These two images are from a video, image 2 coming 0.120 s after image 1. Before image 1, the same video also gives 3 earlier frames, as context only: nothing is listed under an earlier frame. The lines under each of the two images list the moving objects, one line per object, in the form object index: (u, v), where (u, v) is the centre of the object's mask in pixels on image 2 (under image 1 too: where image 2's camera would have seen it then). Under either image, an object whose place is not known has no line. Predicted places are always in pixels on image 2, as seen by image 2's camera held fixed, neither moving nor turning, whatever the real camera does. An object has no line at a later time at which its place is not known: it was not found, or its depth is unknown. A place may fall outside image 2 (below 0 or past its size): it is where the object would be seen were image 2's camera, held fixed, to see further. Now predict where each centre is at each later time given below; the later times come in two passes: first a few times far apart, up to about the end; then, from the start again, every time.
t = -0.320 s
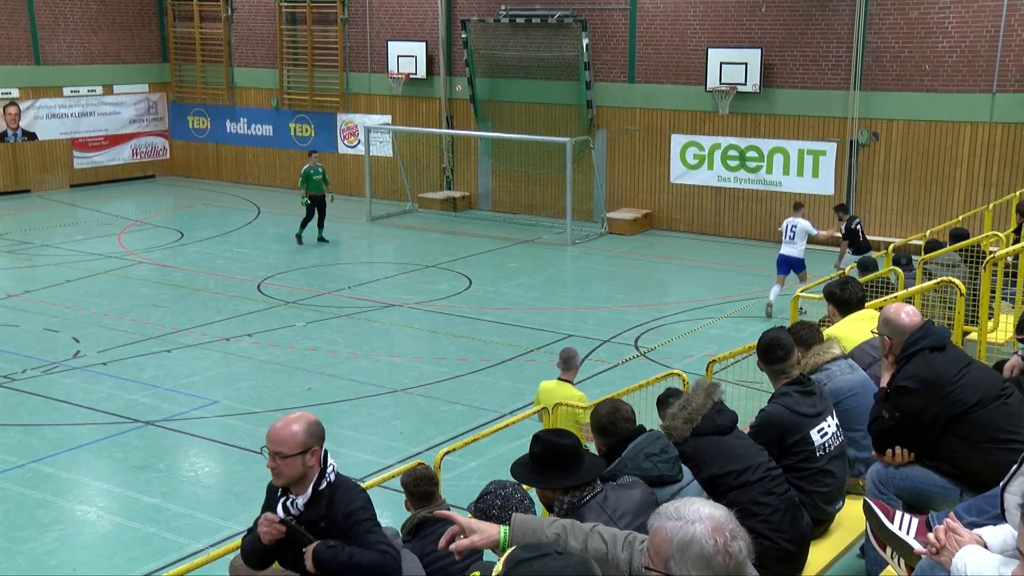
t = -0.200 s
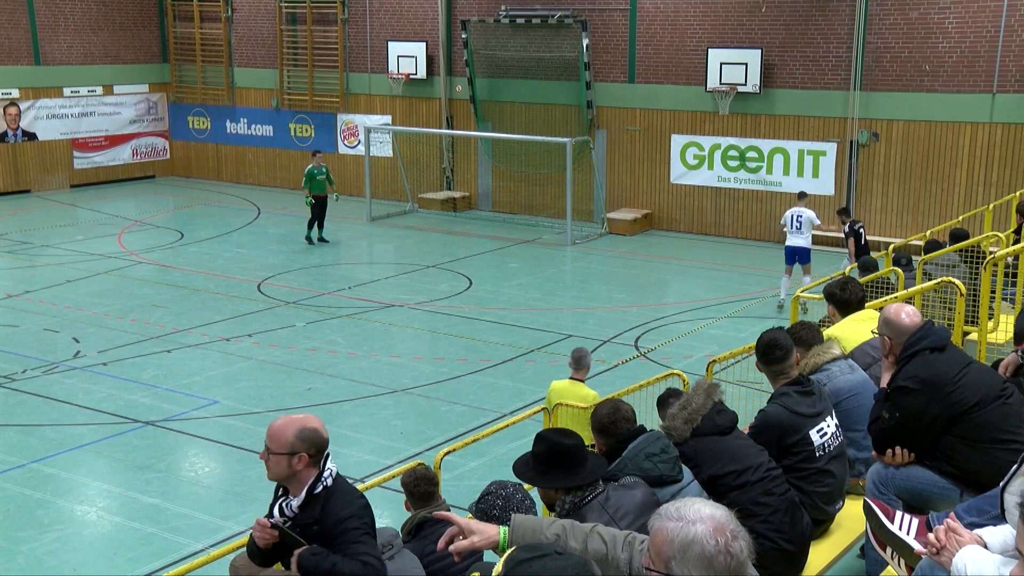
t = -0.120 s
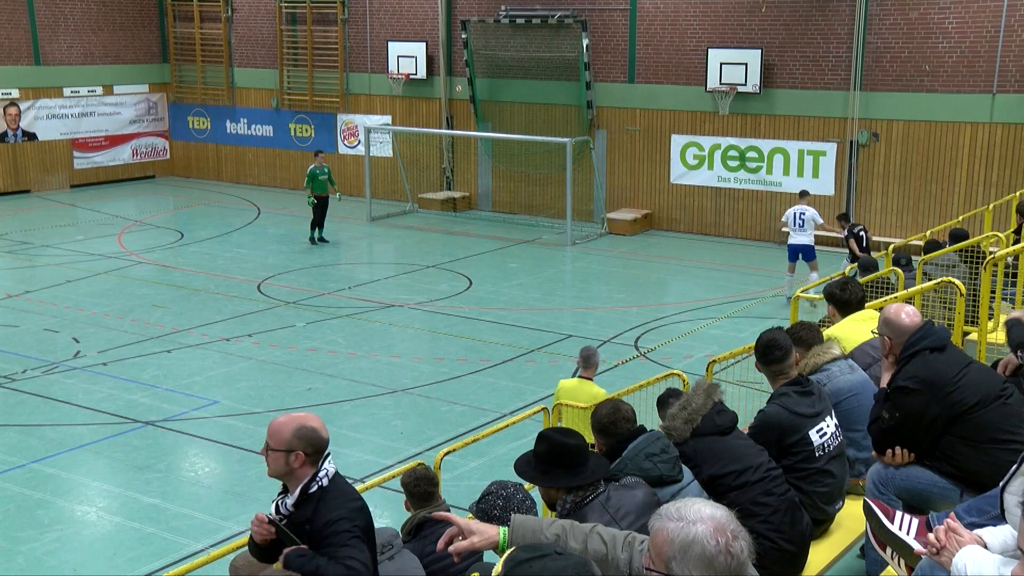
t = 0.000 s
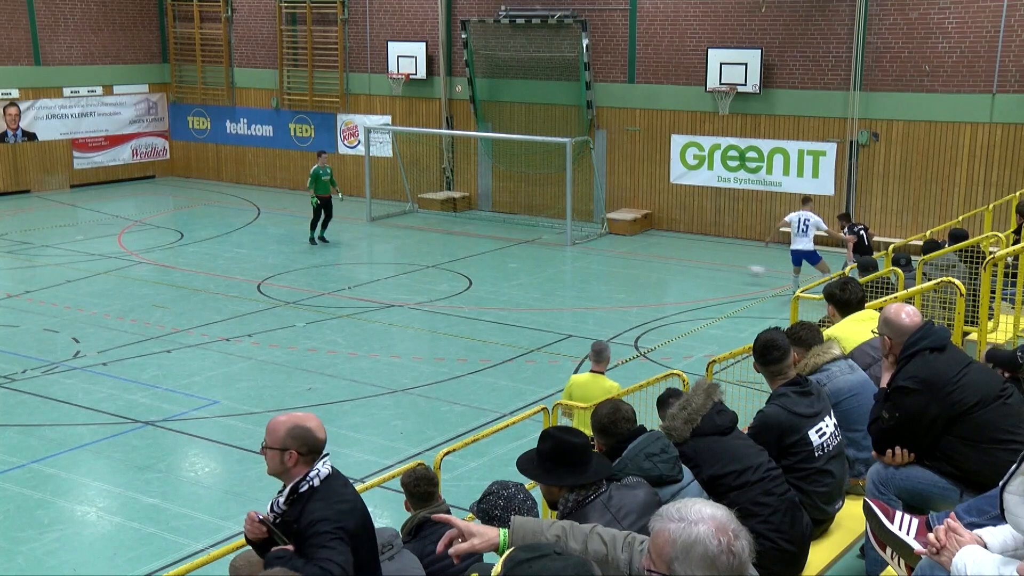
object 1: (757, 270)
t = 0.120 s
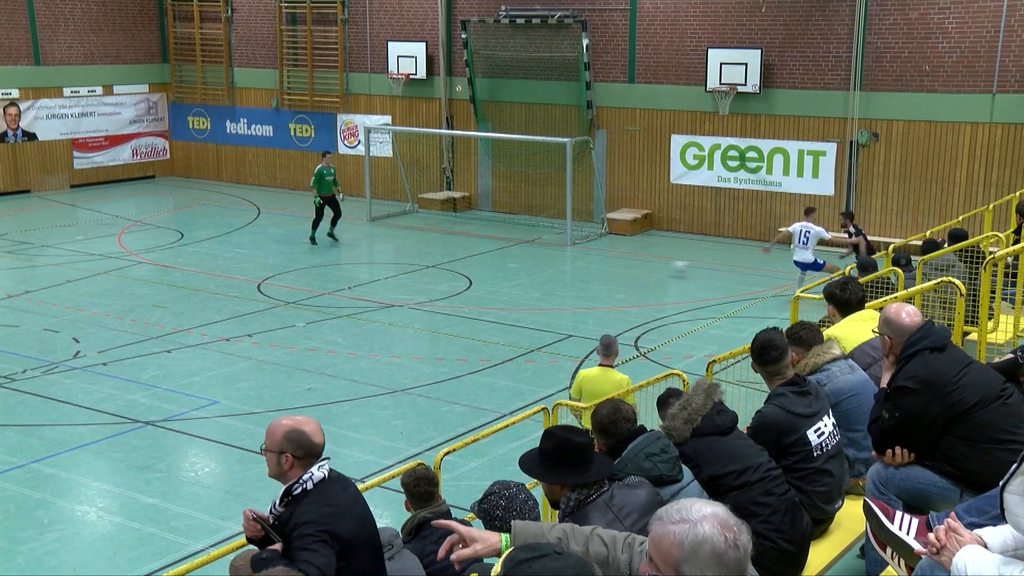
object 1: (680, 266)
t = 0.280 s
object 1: (591, 259)
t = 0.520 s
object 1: (482, 251)
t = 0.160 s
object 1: (656, 267)
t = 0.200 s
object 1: (631, 266)
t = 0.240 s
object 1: (610, 262)
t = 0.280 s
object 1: (591, 259)
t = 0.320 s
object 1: (571, 257)
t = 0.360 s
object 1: (552, 256)
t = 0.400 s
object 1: (532, 256)
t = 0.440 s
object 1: (513, 258)
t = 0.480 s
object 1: (497, 255)
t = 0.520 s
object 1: (482, 251)
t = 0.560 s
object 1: (468, 250)
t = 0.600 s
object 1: (453, 248)
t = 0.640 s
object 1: (438, 247)
